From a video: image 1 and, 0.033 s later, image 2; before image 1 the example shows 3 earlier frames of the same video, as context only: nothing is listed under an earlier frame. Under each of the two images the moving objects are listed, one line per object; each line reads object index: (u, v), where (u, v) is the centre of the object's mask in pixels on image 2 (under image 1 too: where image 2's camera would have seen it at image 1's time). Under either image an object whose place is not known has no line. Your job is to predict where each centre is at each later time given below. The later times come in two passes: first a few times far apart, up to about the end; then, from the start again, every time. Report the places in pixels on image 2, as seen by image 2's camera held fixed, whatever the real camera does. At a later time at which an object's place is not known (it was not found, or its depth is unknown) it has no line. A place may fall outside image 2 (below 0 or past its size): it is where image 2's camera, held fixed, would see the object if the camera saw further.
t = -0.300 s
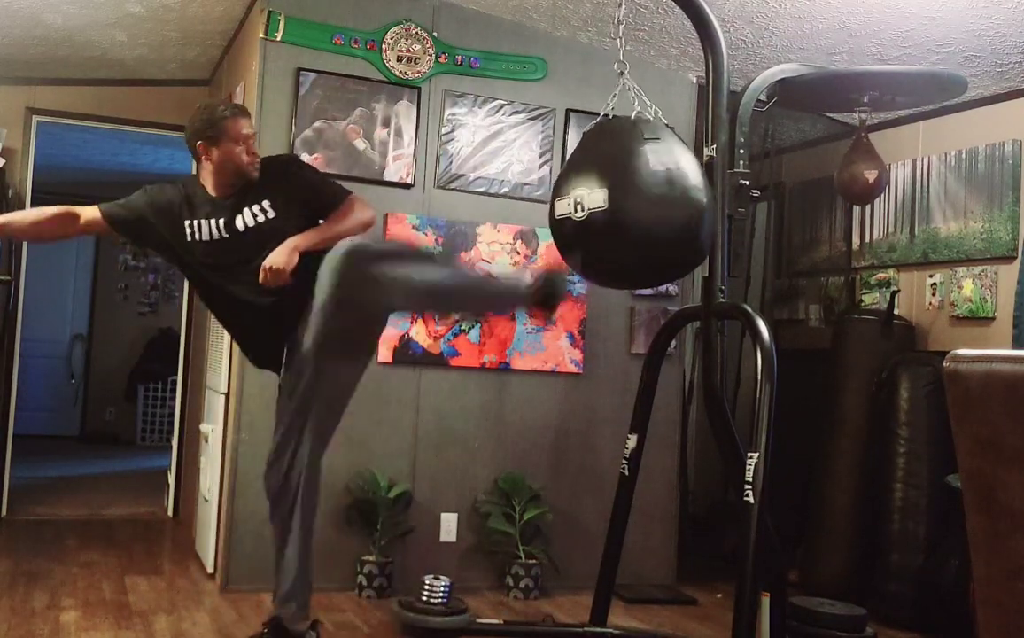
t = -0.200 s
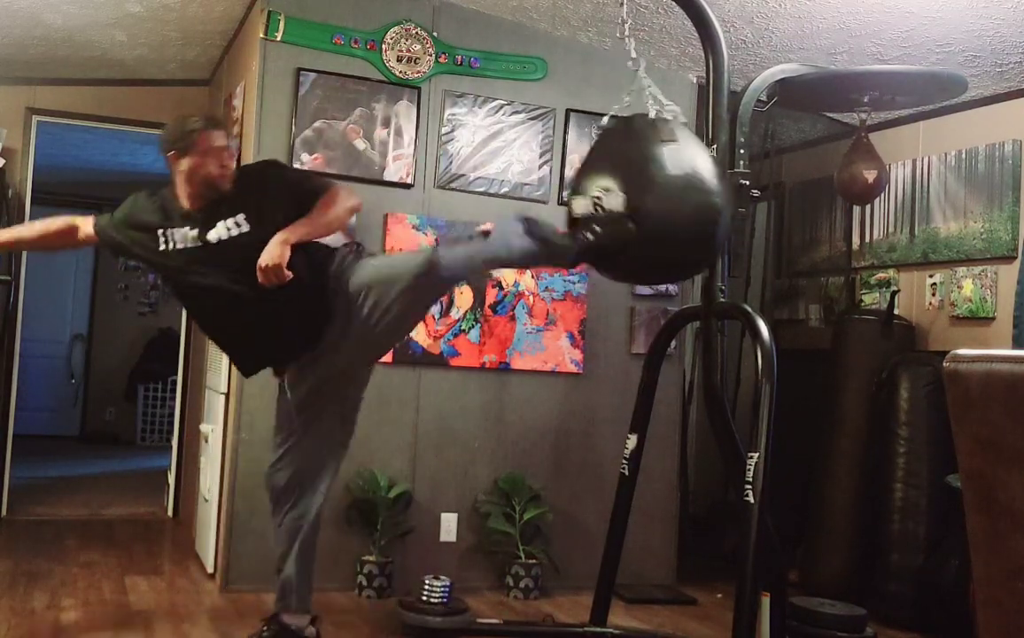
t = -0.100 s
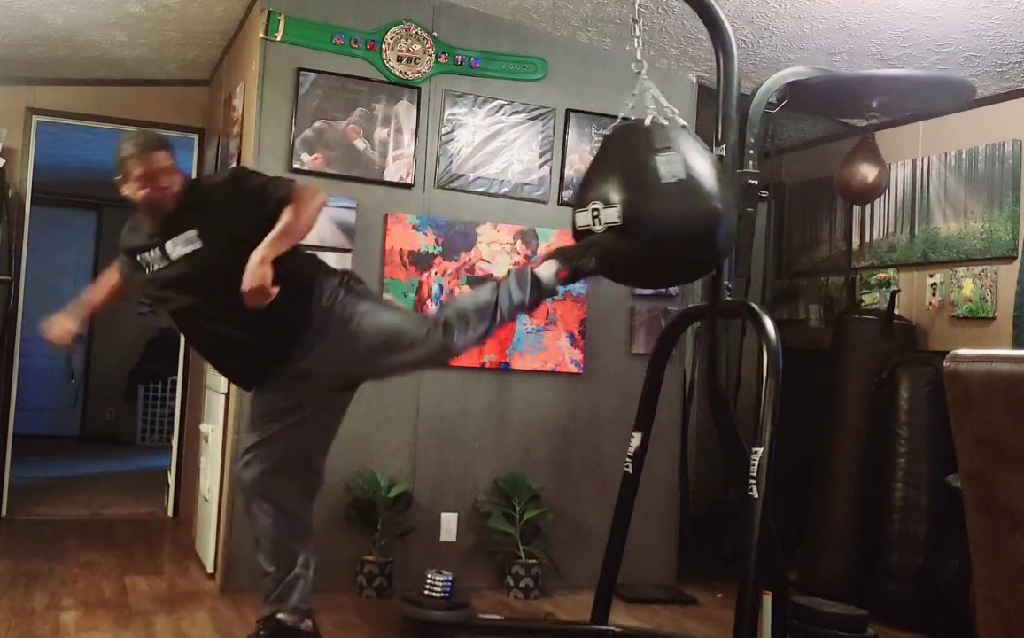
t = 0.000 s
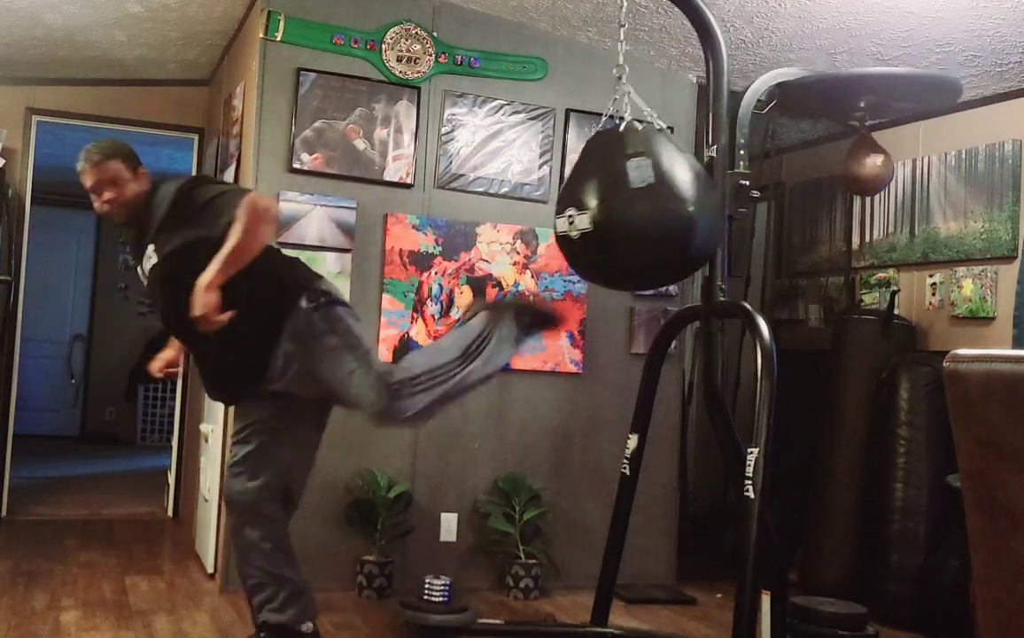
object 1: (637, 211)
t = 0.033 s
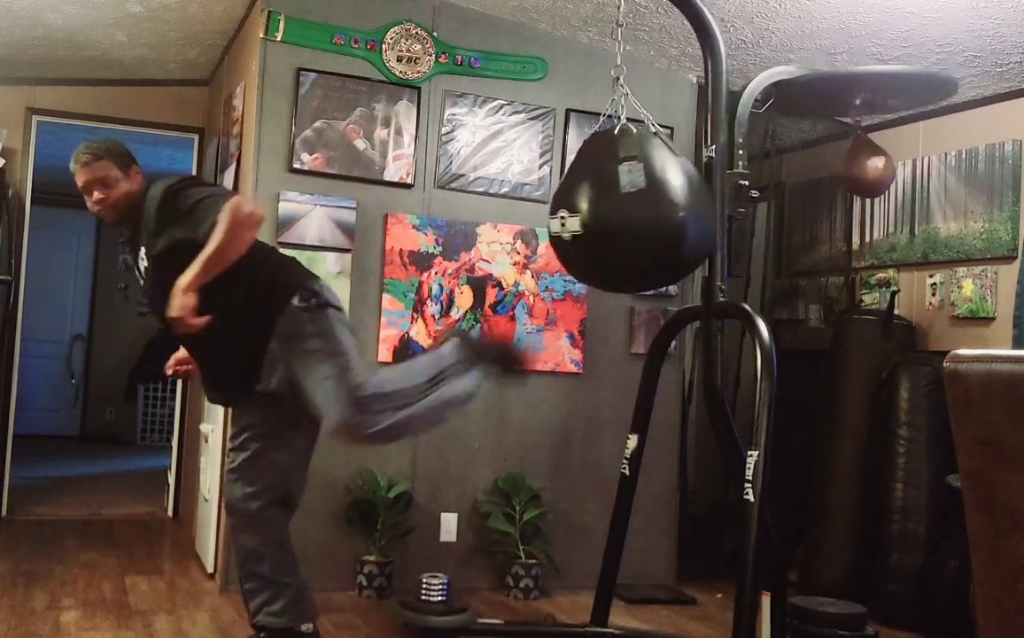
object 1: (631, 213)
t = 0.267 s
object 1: (587, 212)
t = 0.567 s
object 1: (556, 202)
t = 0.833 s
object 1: (580, 204)
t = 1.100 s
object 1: (634, 205)
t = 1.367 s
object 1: (663, 204)
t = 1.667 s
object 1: (618, 210)
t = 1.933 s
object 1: (572, 207)
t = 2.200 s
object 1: (562, 205)
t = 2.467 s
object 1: (595, 210)
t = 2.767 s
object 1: (647, 208)
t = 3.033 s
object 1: (653, 205)
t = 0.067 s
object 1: (625, 214)
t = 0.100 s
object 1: (619, 214)
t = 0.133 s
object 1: (613, 213)
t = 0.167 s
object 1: (606, 212)
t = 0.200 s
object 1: (600, 211)
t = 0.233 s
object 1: (593, 212)
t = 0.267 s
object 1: (587, 212)
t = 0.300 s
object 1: (582, 211)
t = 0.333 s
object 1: (576, 209)
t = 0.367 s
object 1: (570, 208)
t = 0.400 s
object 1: (565, 207)
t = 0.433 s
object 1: (562, 206)
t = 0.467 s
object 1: (559, 206)
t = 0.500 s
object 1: (558, 204)
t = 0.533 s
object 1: (556, 203)
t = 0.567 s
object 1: (556, 202)
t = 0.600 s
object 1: (556, 202)
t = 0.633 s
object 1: (557, 202)
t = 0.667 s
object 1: (559, 202)
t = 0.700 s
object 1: (561, 203)
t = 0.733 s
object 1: (565, 203)
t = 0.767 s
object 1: (569, 202)
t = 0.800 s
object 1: (575, 203)
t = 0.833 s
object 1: (580, 204)
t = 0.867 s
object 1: (586, 205)
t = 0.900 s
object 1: (593, 205)
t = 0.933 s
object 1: (599, 206)
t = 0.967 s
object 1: (606, 206)
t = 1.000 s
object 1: (613, 206)
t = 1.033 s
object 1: (620, 206)
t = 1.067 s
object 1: (627, 206)
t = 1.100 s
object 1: (634, 205)
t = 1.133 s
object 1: (640, 205)
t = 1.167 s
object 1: (646, 205)
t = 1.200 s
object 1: (651, 204)
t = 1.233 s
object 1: (656, 204)
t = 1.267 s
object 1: (659, 204)
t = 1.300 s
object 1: (662, 204)
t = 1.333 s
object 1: (663, 204)
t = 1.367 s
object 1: (663, 204)
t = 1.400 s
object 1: (660, 205)
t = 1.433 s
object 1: (656, 206)
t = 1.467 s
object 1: (653, 207)
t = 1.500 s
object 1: (648, 207)
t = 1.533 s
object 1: (642, 208)
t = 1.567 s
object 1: (637, 209)
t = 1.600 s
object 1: (631, 209)
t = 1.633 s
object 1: (625, 210)
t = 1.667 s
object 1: (618, 210)
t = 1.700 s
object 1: (612, 211)
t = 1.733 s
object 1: (605, 210)
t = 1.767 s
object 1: (599, 209)
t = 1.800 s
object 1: (593, 209)
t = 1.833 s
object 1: (587, 209)
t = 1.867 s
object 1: (582, 208)
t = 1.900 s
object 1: (577, 207)
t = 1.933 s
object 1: (572, 207)
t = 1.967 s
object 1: (569, 206)
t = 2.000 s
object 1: (565, 206)
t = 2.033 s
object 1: (563, 205)
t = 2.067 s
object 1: (562, 205)
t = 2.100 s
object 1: (561, 204)
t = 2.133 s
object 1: (560, 204)
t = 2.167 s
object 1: (561, 205)
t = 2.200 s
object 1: (562, 205)
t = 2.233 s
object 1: (564, 205)
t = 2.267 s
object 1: (566, 206)
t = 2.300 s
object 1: (569, 207)
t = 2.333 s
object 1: (573, 208)
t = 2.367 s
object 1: (579, 208)
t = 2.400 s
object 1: (583, 209)
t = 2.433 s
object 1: (589, 209)
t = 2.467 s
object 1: (595, 210)
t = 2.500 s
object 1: (601, 210)
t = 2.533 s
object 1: (607, 211)
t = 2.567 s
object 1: (613, 211)
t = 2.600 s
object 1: (619, 211)
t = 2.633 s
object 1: (626, 210)
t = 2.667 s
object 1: (632, 210)
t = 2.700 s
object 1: (637, 209)
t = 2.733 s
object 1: (642, 208)
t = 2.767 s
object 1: (647, 208)
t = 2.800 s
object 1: (652, 207)
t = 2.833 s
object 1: (655, 206)
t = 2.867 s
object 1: (656, 206)
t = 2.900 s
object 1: (657, 205)
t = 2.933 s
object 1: (657, 205)
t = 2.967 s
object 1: (656, 205)
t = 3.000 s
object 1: (655, 205)
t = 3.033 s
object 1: (653, 205)
